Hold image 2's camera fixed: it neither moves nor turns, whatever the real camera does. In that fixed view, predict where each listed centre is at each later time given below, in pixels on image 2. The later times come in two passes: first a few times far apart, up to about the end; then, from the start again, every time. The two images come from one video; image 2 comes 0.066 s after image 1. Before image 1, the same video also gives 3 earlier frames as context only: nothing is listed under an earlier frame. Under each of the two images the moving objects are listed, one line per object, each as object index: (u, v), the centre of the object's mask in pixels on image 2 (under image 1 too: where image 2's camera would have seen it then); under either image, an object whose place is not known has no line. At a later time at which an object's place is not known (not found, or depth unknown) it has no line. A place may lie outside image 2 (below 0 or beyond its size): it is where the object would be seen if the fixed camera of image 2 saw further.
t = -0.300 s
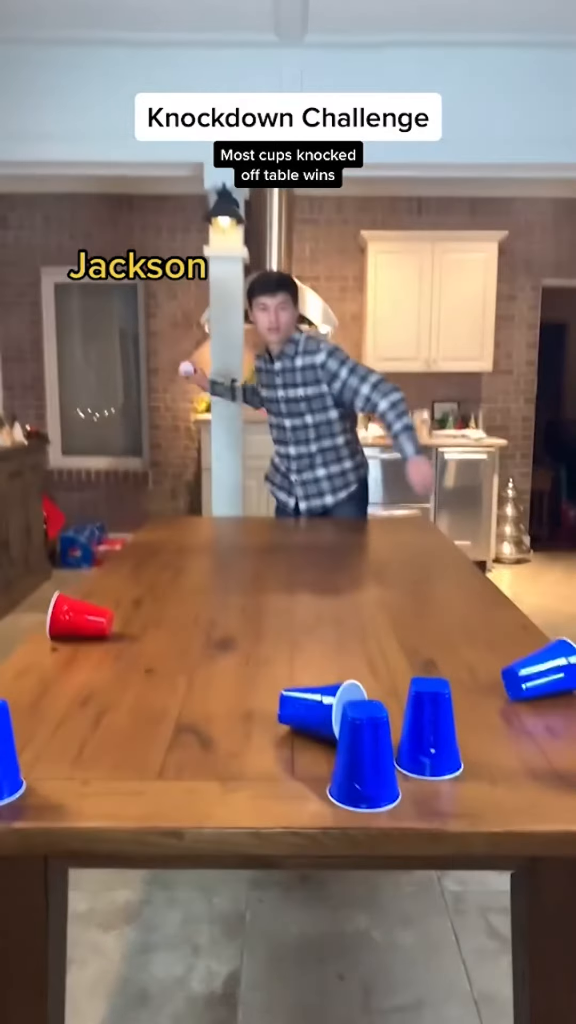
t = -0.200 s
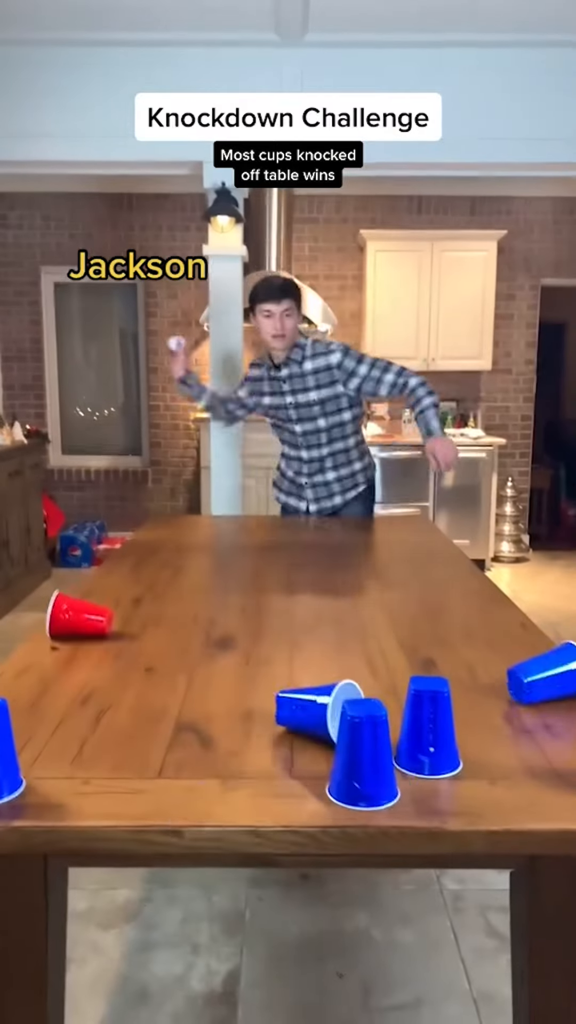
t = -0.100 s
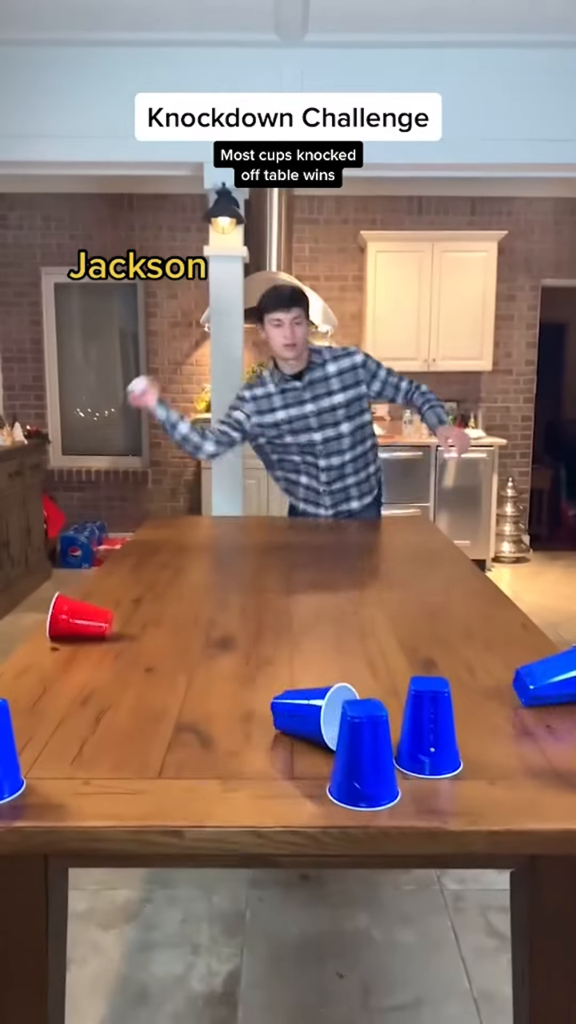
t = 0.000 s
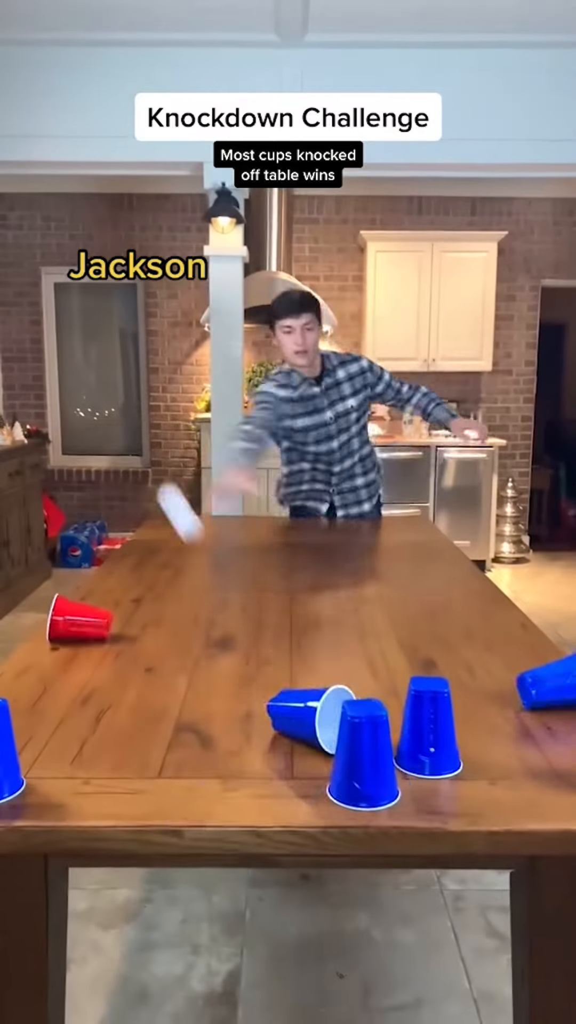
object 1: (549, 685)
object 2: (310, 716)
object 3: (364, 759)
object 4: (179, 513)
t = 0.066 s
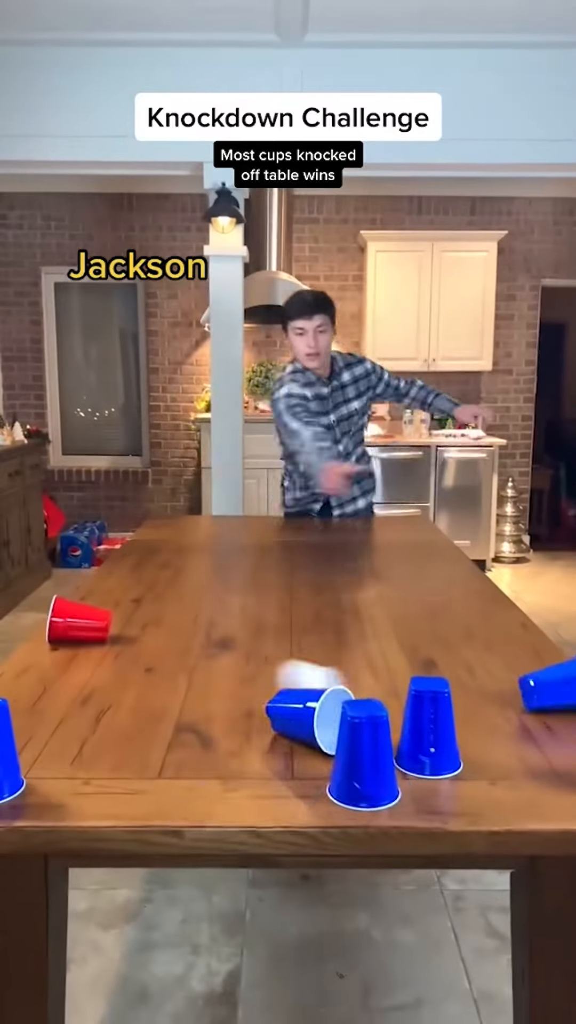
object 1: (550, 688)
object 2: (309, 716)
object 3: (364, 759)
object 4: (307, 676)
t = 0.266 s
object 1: (553, 695)
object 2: (105, 1004)
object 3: (391, 771)
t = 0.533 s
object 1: (556, 706)
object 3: (406, 782)
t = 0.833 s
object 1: (557, 715)
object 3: (406, 782)
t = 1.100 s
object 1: (554, 725)
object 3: (406, 782)
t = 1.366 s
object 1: (550, 732)
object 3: (406, 783)
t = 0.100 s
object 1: (550, 690)
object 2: (300, 746)
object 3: (364, 759)
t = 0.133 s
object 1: (551, 691)
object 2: (256, 779)
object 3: (372, 760)
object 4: (552, 604)
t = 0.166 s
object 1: (551, 693)
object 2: (226, 817)
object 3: (377, 763)
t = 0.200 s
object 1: (552, 694)
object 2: (184, 874)
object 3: (382, 766)
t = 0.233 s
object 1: (553, 694)
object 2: (141, 949)
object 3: (386, 769)
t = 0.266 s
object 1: (553, 695)
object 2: (105, 1004)
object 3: (391, 771)
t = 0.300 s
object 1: (554, 696)
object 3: (395, 773)
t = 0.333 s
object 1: (554, 698)
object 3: (398, 776)
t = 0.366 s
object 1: (554, 699)
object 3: (401, 778)
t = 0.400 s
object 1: (555, 700)
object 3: (403, 780)
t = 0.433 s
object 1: (555, 701)
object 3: (404, 781)
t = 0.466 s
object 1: (555, 703)
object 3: (405, 782)
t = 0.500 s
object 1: (556, 704)
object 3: (406, 782)
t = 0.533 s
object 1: (556, 706)
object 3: (406, 782)
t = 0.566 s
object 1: (556, 708)
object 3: (406, 782)
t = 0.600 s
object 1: (556, 708)
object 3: (406, 782)
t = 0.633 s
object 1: (556, 709)
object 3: (406, 782)
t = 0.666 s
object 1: (557, 710)
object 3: (406, 782)
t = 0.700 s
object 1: (556, 712)
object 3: (406, 785)
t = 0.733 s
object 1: (556, 711)
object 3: (406, 781)
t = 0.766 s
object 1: (557, 713)
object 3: (406, 782)
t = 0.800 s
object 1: (556, 714)
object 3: (406, 782)
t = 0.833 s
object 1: (557, 715)
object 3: (406, 782)
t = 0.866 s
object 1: (557, 717)
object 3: (406, 782)
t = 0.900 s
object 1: (556, 719)
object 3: (406, 783)
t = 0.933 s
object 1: (555, 722)
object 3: (406, 783)
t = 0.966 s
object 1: (555, 722)
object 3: (406, 782)
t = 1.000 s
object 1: (555, 722)
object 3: (406, 782)
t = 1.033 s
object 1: (554, 723)
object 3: (406, 782)
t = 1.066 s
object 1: (554, 724)
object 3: (406, 782)
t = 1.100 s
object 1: (554, 725)
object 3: (406, 782)
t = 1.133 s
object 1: (553, 726)
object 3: (406, 782)
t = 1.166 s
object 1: (553, 726)
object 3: (406, 782)
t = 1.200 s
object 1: (552, 728)
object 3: (406, 782)
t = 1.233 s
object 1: (552, 728)
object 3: (406, 782)
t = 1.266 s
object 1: (552, 730)
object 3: (406, 783)
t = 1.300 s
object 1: (551, 731)
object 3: (406, 782)
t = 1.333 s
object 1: (550, 732)
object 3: (406, 782)
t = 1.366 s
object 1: (550, 732)
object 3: (406, 783)
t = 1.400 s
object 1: (549, 733)
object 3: (406, 783)
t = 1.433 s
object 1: (548, 734)
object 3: (406, 782)
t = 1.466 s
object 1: (548, 735)
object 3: (406, 782)
